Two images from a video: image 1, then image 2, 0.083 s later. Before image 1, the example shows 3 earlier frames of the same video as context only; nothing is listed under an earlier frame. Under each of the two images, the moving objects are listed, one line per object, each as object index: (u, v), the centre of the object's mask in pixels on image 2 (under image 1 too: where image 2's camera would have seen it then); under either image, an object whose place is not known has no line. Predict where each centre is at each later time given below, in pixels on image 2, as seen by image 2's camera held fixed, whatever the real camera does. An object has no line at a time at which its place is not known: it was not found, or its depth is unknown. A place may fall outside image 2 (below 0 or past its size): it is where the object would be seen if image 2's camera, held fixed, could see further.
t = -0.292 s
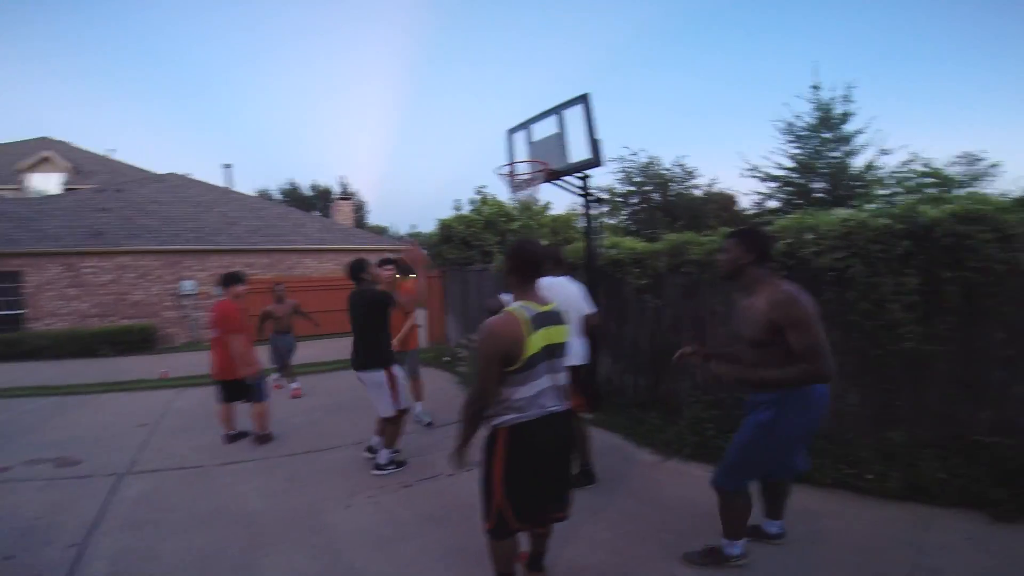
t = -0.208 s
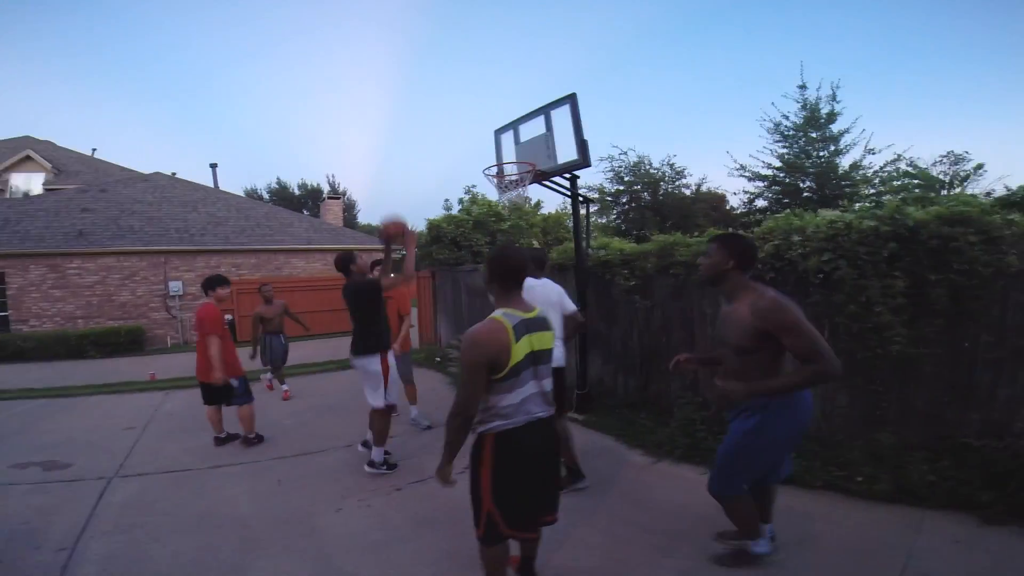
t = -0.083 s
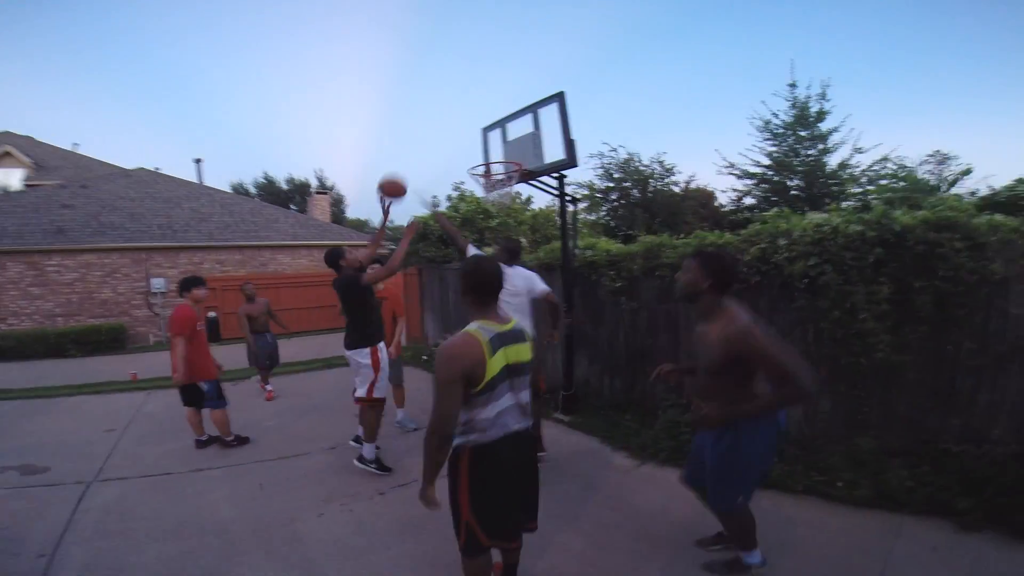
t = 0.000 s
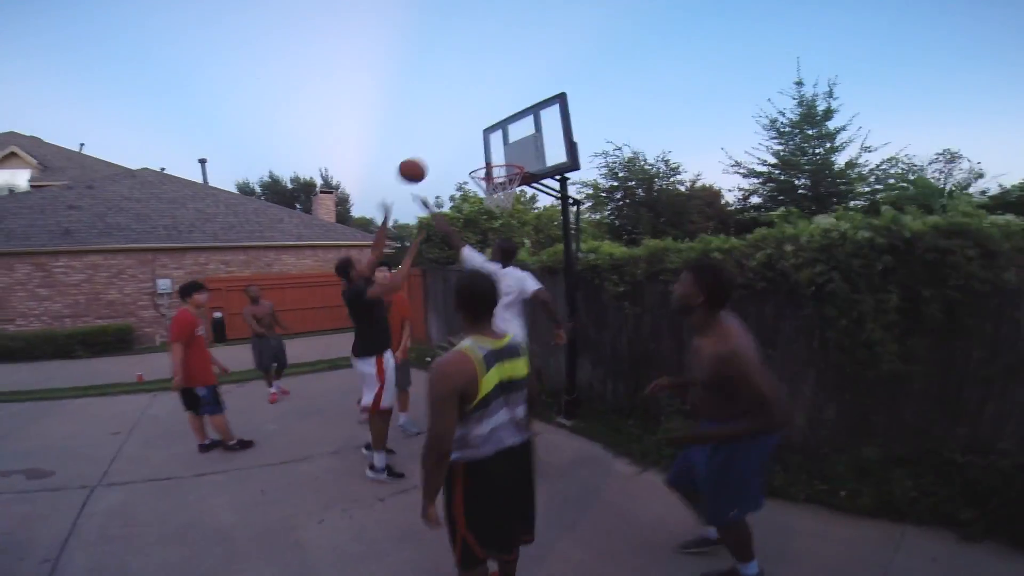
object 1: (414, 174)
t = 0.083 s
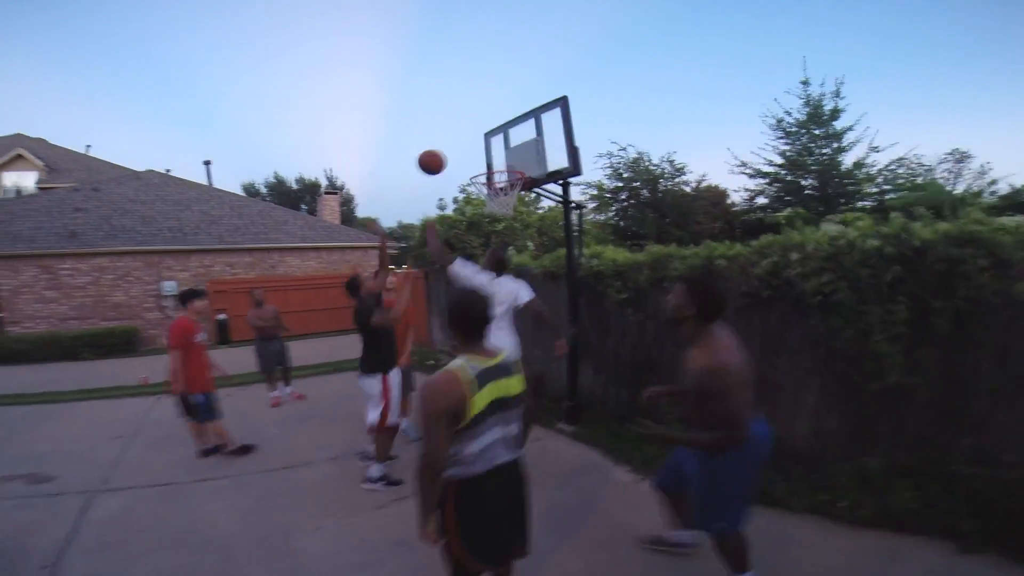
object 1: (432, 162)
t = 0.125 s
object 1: (438, 158)
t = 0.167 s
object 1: (449, 156)
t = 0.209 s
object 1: (458, 155)
